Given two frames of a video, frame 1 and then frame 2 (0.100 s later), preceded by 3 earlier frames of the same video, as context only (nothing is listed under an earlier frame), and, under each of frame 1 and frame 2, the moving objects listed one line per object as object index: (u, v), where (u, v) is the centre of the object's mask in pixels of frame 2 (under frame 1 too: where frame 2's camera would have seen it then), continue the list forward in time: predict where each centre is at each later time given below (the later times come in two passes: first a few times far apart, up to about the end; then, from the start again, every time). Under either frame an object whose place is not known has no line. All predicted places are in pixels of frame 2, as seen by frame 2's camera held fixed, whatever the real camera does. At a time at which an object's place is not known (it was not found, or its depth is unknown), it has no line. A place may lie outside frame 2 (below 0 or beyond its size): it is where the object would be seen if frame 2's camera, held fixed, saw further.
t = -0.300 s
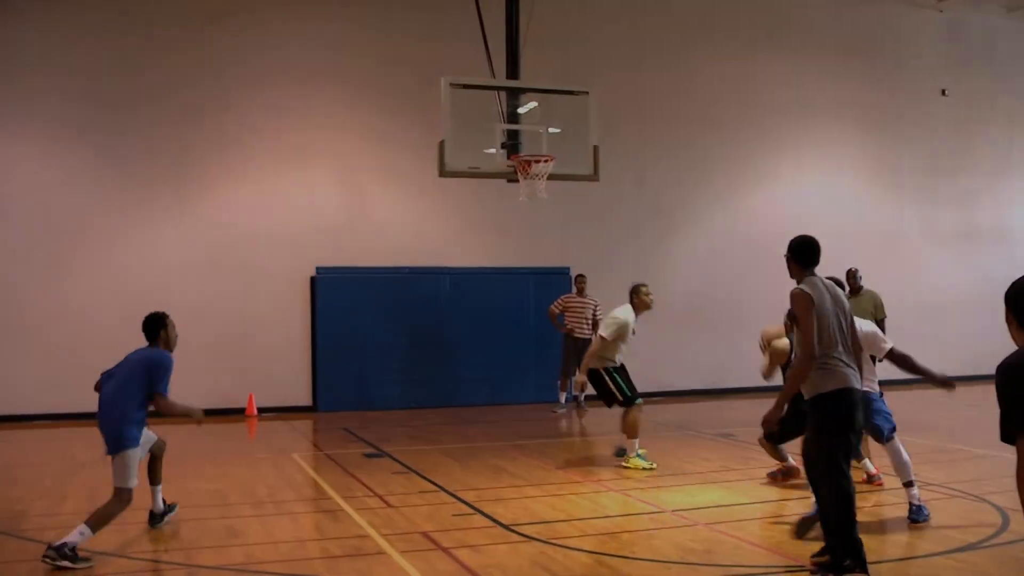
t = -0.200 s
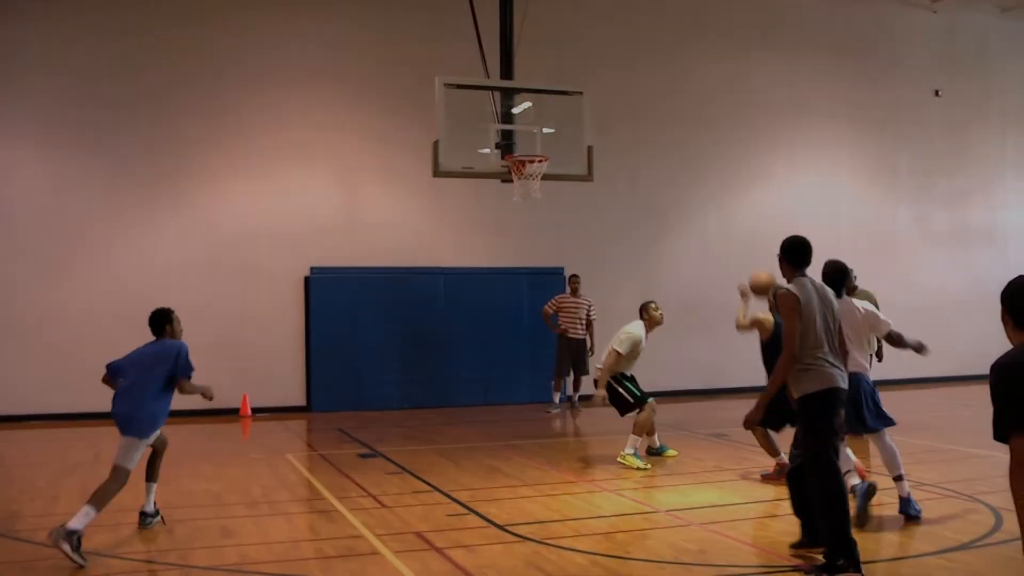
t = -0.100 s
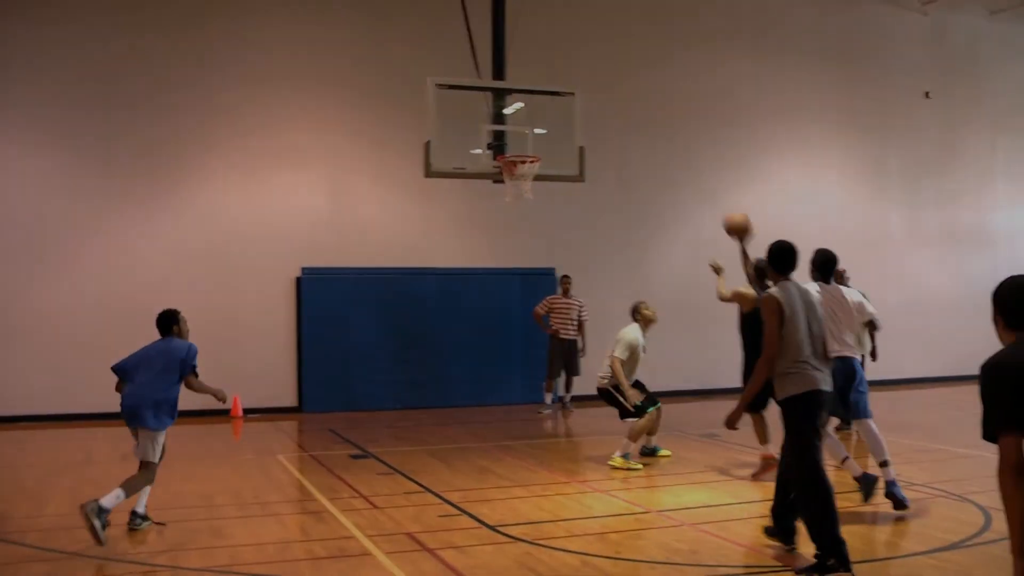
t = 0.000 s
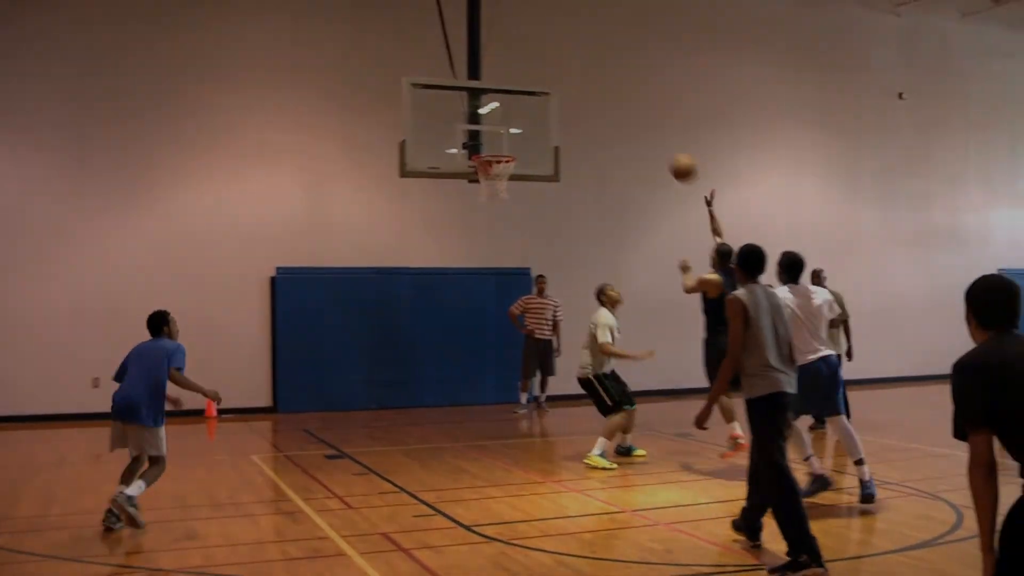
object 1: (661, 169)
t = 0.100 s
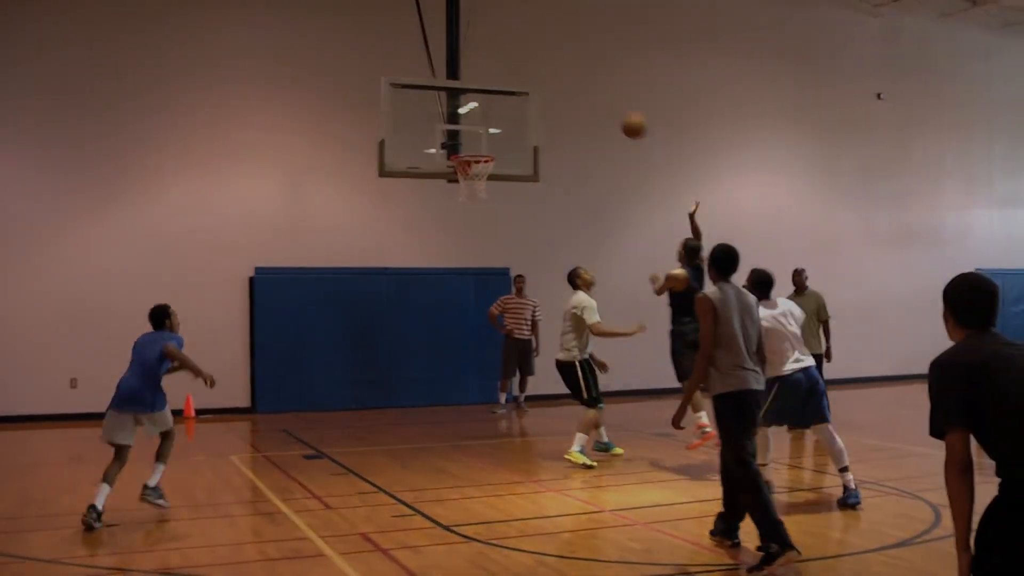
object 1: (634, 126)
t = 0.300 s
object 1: (582, 80)
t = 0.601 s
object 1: (517, 90)
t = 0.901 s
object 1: (468, 152)
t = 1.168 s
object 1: (479, 207)
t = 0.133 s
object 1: (625, 115)
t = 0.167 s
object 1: (615, 106)
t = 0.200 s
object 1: (607, 98)
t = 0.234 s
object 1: (599, 91)
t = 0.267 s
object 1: (590, 85)
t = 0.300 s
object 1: (582, 80)
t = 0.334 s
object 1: (575, 77)
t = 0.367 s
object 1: (567, 75)
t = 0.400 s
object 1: (559, 74)
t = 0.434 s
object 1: (552, 74)
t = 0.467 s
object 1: (545, 75)
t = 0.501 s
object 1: (537, 77)
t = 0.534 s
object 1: (530, 81)
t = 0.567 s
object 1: (524, 85)
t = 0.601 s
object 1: (517, 90)
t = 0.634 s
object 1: (511, 96)
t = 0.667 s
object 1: (503, 103)
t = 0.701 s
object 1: (497, 111)
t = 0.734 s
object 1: (491, 119)
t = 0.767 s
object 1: (485, 130)
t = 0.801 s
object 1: (479, 141)
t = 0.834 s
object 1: (473, 148)
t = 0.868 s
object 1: (472, 152)
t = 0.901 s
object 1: (468, 152)
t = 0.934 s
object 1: (468, 161)
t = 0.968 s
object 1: (463, 167)
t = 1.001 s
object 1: (468, 174)
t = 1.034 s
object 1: (469, 182)
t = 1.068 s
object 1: (470, 186)
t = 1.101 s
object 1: (474, 193)
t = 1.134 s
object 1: (477, 200)
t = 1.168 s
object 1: (479, 207)
